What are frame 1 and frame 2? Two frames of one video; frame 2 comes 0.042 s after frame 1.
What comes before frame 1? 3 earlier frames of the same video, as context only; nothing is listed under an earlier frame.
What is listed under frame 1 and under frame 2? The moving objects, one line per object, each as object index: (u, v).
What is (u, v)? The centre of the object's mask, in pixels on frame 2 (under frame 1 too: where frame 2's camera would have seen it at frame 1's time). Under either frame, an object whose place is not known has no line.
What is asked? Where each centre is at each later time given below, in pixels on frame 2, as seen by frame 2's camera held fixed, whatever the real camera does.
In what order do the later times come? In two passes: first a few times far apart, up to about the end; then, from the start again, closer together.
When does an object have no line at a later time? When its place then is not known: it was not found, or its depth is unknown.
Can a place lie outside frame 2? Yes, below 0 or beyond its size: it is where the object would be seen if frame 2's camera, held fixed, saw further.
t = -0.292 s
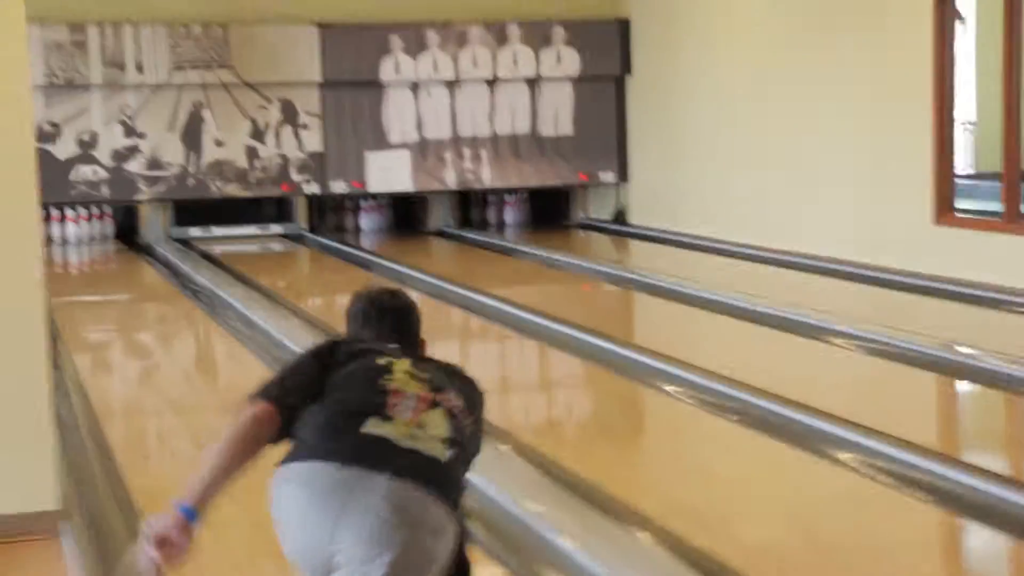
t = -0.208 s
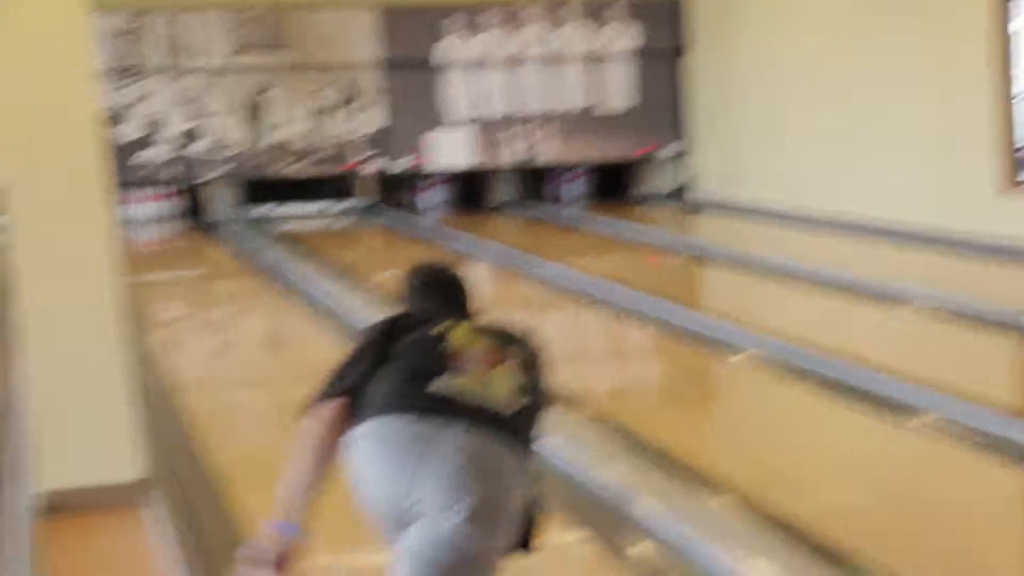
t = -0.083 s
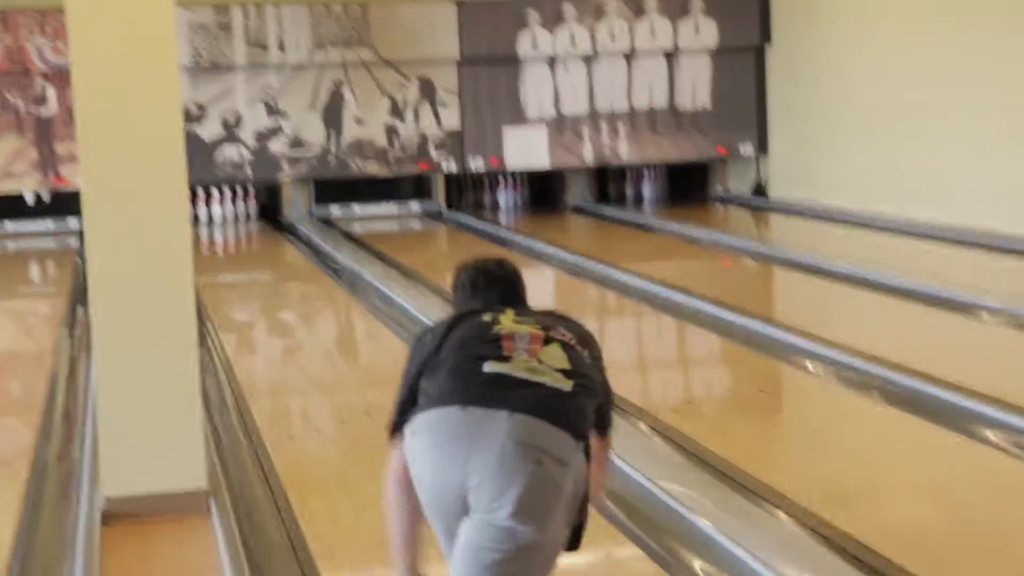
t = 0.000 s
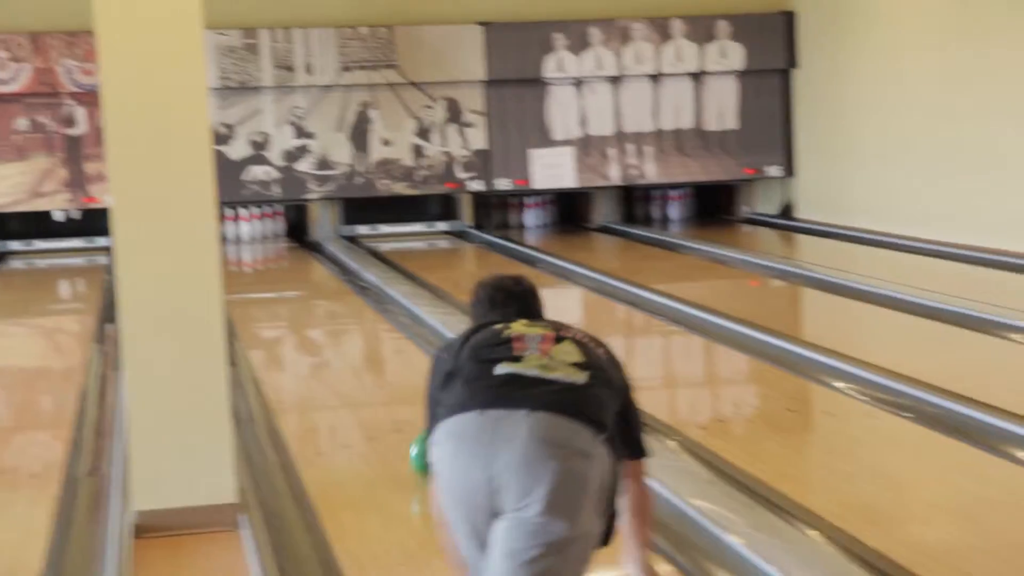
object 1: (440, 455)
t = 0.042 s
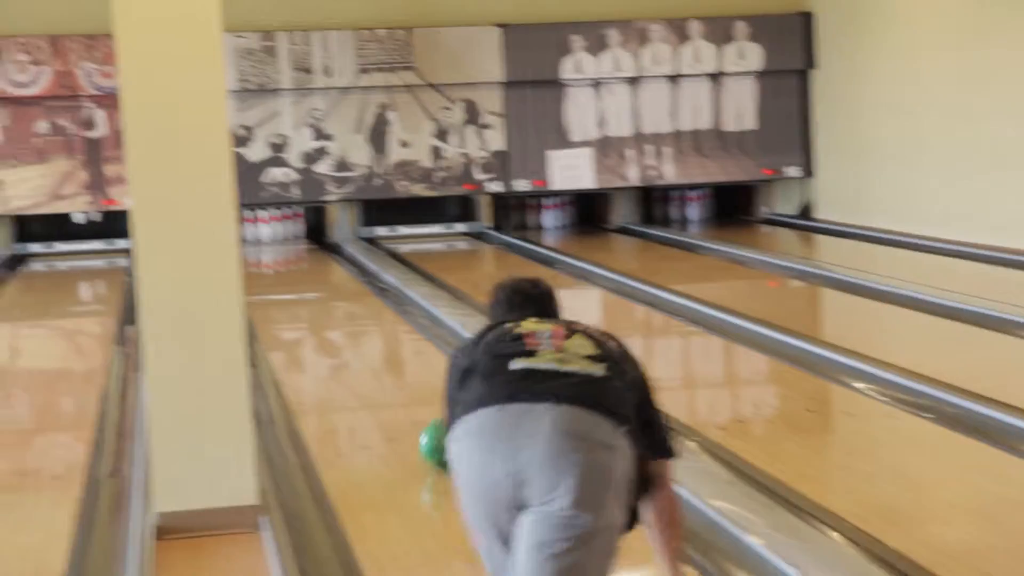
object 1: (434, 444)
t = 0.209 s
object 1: (407, 400)
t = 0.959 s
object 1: (314, 294)
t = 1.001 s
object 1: (311, 291)
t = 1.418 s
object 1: (286, 263)
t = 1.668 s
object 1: (276, 249)
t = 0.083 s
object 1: (429, 432)
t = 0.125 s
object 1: (423, 420)
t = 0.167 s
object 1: (415, 409)
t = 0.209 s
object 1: (407, 400)
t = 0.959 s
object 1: (314, 294)
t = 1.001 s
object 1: (311, 291)
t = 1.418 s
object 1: (286, 263)
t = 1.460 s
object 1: (285, 260)
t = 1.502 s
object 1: (283, 257)
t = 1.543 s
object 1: (282, 256)
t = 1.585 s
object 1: (279, 253)
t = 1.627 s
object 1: (278, 251)
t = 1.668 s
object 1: (276, 249)
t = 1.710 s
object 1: (273, 246)
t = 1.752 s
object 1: (271, 245)
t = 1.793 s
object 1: (269, 244)
